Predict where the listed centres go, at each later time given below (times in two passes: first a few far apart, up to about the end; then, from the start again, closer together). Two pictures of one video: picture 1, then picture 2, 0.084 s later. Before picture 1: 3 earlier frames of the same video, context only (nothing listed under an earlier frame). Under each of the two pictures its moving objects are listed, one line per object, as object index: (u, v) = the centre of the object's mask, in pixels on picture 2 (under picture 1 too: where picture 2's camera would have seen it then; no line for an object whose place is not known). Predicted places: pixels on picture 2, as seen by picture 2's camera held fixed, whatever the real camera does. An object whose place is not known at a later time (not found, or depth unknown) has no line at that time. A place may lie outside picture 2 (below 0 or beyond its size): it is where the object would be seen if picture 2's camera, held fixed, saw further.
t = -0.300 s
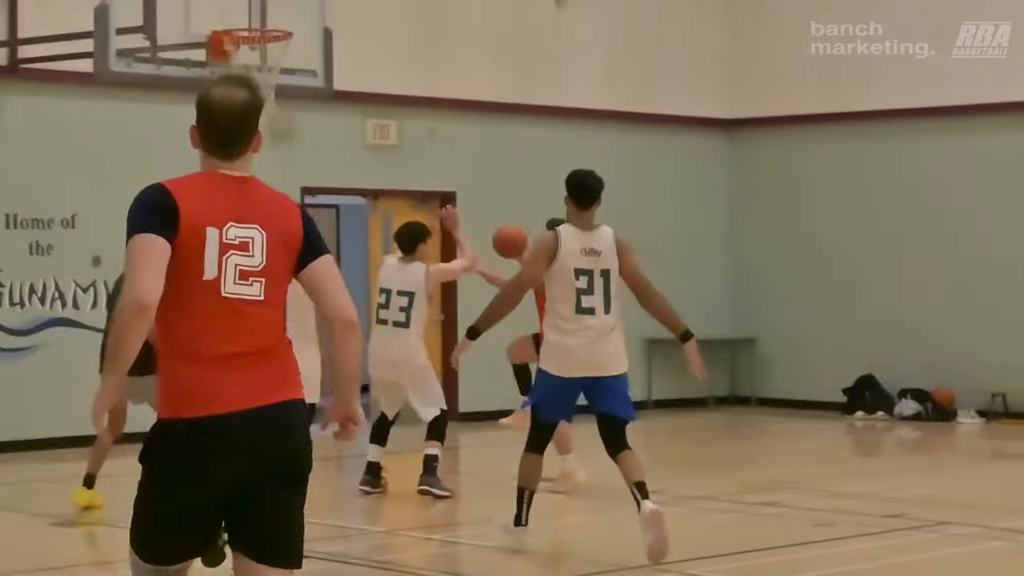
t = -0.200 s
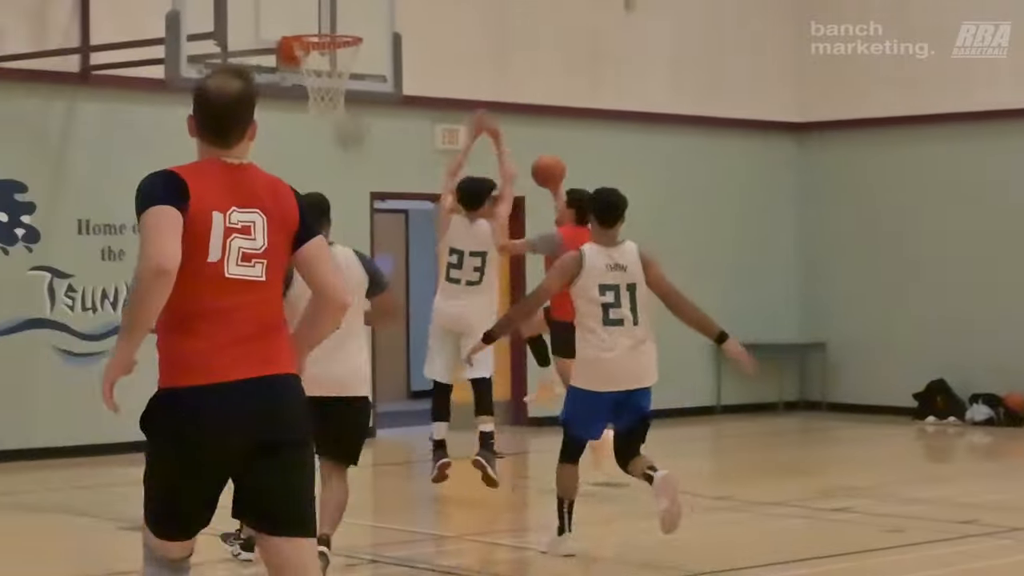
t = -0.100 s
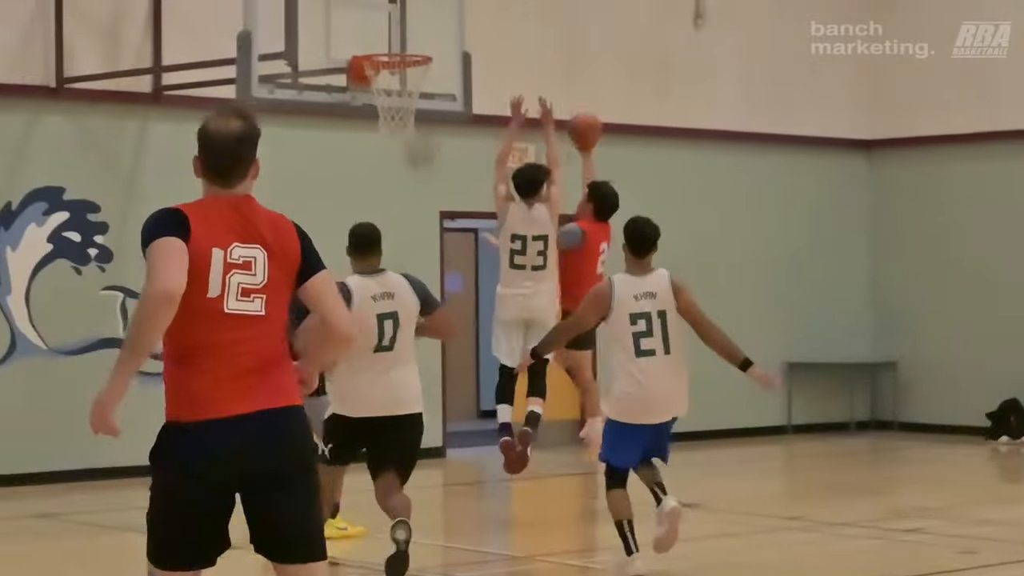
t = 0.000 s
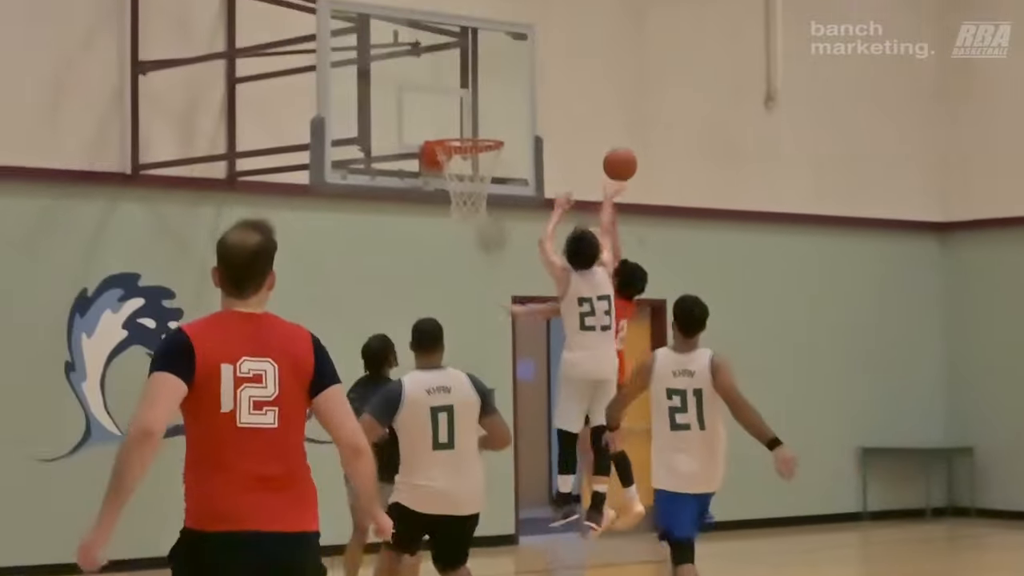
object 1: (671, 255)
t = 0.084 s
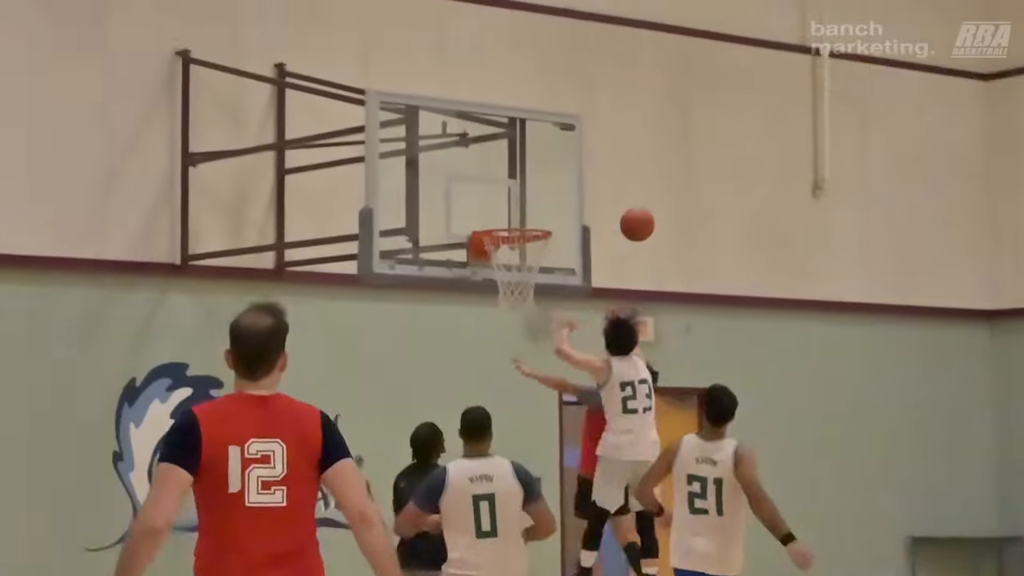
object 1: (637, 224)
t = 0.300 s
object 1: (560, 189)
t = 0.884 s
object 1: (526, 240)
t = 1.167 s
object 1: (512, 347)
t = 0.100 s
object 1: (631, 219)
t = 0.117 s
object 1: (625, 214)
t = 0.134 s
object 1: (620, 209)
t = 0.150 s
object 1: (613, 205)
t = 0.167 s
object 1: (607, 202)
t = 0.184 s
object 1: (601, 199)
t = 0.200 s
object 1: (595, 196)
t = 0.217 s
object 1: (590, 193)
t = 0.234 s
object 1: (584, 191)
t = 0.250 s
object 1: (578, 190)
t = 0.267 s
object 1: (572, 189)
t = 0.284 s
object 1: (566, 189)
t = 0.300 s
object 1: (560, 189)
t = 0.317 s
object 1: (555, 189)
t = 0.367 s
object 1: (537, 192)
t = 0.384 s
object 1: (531, 194)
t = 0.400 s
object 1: (525, 196)
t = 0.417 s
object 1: (519, 200)
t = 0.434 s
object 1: (517, 201)
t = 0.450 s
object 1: (517, 202)
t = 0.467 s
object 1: (517, 203)
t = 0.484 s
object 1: (516, 205)
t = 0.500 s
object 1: (516, 207)
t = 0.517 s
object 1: (516, 209)
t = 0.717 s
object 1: (525, 205)
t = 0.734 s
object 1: (525, 207)
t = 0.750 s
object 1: (526, 208)
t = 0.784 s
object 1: (528, 212)
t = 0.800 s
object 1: (529, 214)
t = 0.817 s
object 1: (531, 216)
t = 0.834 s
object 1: (529, 217)
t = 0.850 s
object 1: (529, 218)
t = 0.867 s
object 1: (522, 236)
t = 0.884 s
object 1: (526, 240)
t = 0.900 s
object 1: (525, 242)
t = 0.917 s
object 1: (524, 246)
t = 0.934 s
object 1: (523, 251)
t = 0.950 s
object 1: (522, 255)
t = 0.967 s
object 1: (520, 261)
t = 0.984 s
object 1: (520, 268)
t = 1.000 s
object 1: (518, 274)
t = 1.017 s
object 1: (517, 281)
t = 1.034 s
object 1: (517, 286)
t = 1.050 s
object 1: (517, 292)
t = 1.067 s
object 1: (516, 308)
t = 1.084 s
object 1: (515, 311)
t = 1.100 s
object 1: (514, 314)
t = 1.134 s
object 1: (513, 329)
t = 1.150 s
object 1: (513, 338)
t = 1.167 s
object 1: (512, 347)
